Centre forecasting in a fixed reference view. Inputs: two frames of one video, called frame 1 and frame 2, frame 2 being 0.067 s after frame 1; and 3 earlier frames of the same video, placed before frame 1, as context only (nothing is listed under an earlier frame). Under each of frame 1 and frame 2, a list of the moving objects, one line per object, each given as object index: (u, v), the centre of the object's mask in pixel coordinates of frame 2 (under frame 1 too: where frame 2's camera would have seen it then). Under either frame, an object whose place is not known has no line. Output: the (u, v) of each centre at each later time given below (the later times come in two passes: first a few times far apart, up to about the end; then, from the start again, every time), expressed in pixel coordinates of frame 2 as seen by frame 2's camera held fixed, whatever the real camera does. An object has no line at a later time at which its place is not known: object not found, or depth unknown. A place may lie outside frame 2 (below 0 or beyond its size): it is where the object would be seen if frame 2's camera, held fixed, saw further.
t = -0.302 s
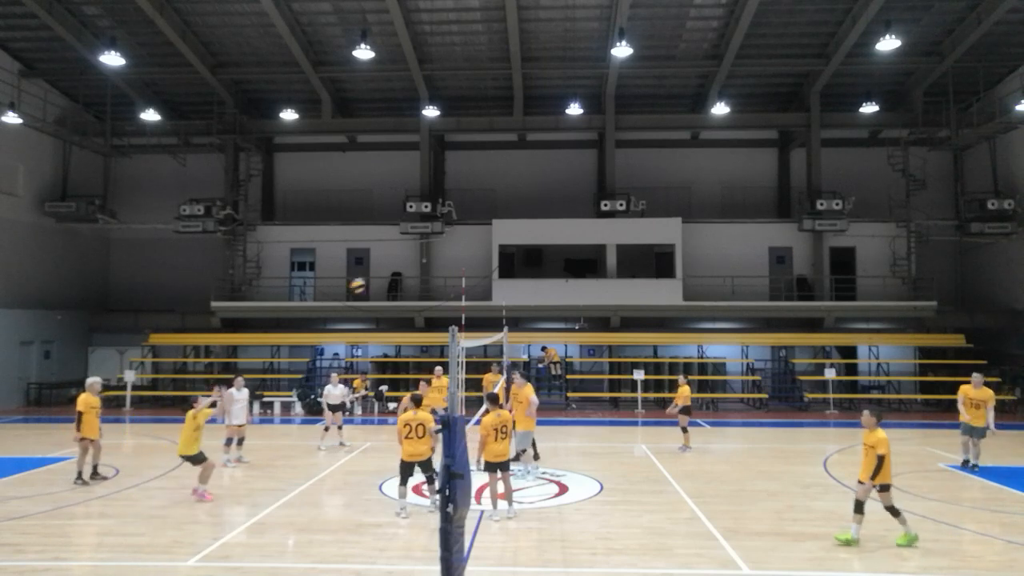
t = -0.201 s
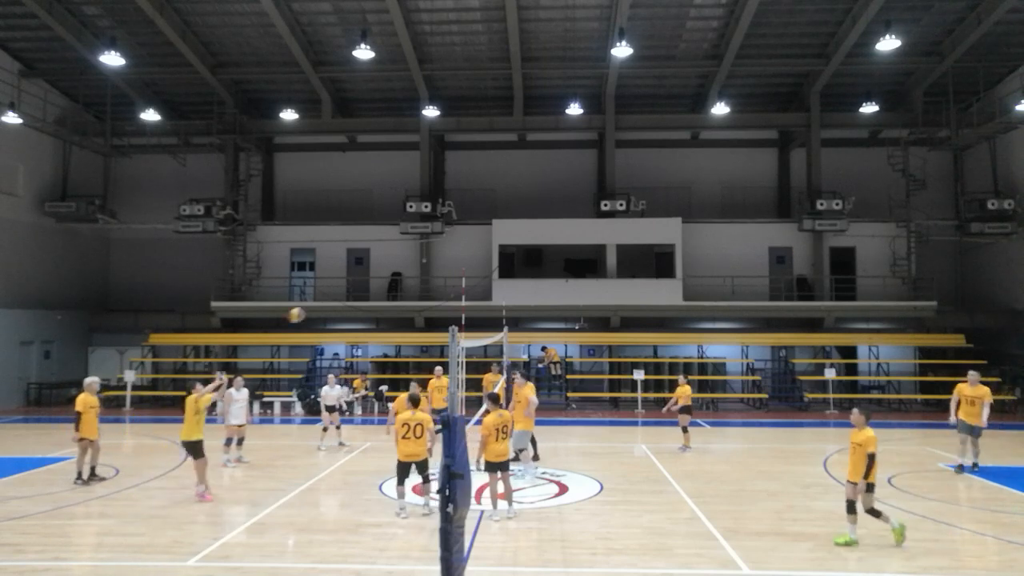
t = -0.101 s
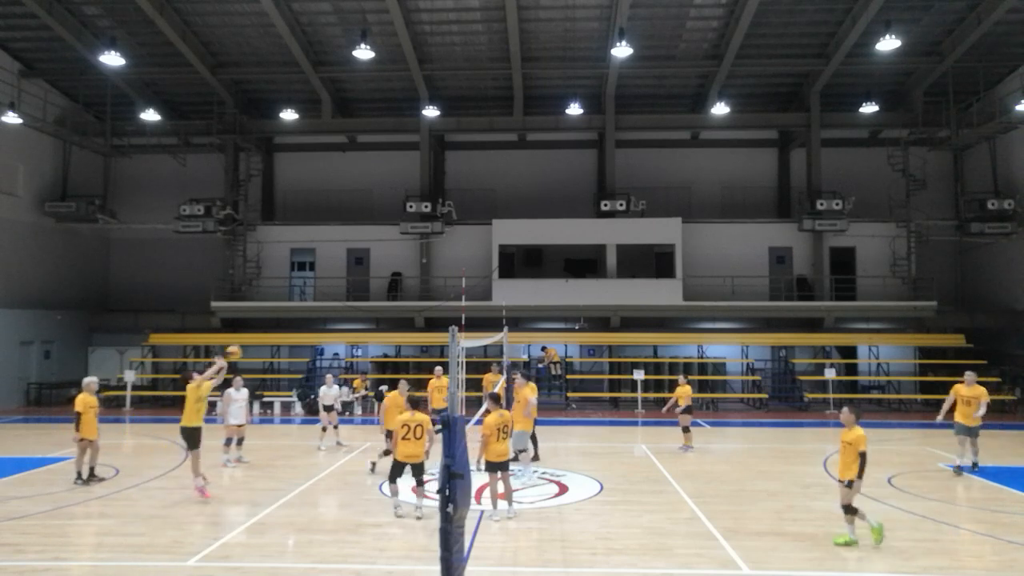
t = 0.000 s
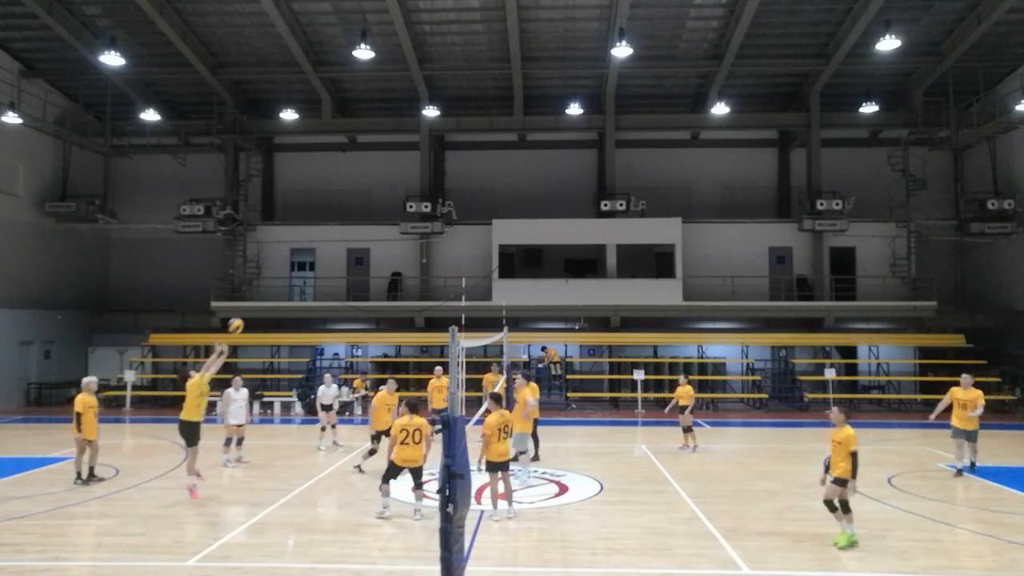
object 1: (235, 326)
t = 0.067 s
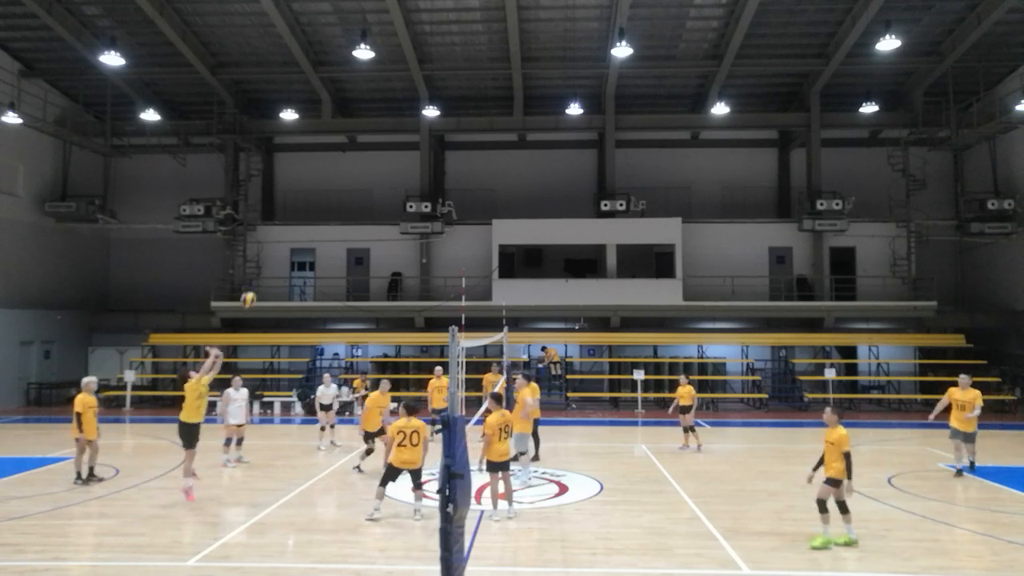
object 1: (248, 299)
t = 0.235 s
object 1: (279, 249)
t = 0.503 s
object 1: (328, 212)
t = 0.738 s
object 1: (368, 217)
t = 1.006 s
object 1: (414, 266)
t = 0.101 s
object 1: (254, 288)
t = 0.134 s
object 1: (260, 277)
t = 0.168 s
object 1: (266, 267)
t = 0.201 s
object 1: (273, 257)
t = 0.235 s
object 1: (279, 249)
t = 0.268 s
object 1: (285, 242)
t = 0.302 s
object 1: (292, 235)
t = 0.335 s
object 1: (298, 229)
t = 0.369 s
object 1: (304, 224)
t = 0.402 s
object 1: (310, 220)
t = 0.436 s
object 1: (316, 217)
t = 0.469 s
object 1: (322, 214)
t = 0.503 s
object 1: (328, 212)
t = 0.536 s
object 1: (334, 211)
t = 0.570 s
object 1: (340, 210)
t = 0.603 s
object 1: (346, 210)
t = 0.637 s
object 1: (352, 210)
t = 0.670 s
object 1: (357, 212)
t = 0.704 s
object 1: (363, 214)
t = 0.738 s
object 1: (368, 217)
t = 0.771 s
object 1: (374, 220)
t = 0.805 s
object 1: (380, 224)
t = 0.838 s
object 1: (386, 229)
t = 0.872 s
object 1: (391, 236)
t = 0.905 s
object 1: (397, 242)
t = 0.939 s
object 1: (403, 250)
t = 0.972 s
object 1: (408, 258)
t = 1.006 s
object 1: (414, 266)
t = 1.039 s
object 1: (419, 276)
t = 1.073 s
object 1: (425, 286)
